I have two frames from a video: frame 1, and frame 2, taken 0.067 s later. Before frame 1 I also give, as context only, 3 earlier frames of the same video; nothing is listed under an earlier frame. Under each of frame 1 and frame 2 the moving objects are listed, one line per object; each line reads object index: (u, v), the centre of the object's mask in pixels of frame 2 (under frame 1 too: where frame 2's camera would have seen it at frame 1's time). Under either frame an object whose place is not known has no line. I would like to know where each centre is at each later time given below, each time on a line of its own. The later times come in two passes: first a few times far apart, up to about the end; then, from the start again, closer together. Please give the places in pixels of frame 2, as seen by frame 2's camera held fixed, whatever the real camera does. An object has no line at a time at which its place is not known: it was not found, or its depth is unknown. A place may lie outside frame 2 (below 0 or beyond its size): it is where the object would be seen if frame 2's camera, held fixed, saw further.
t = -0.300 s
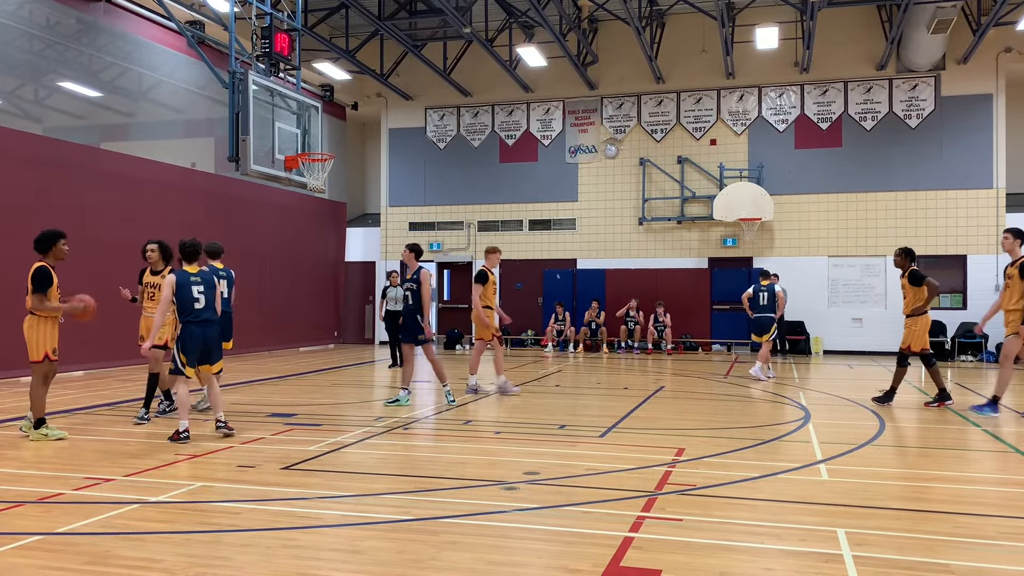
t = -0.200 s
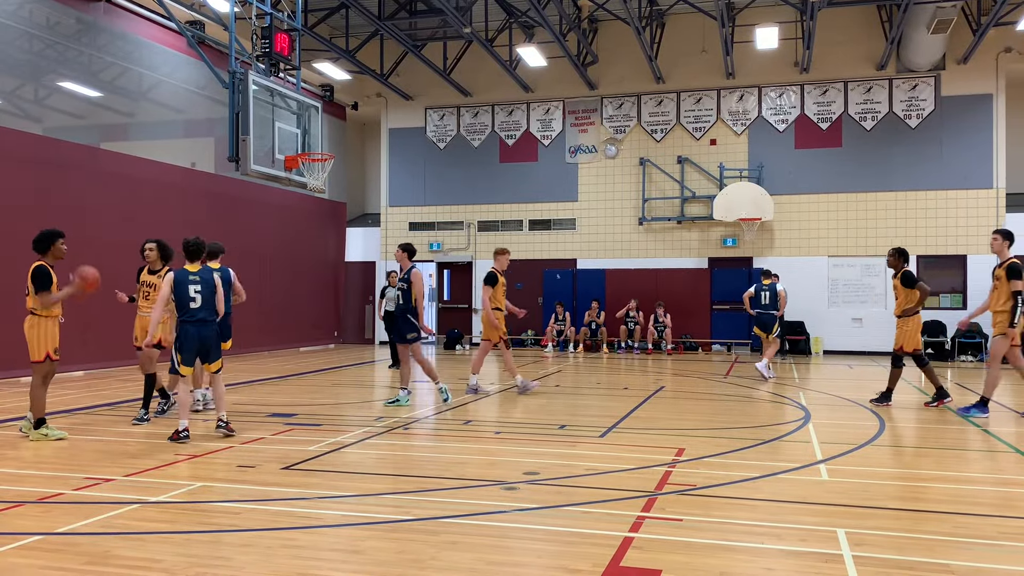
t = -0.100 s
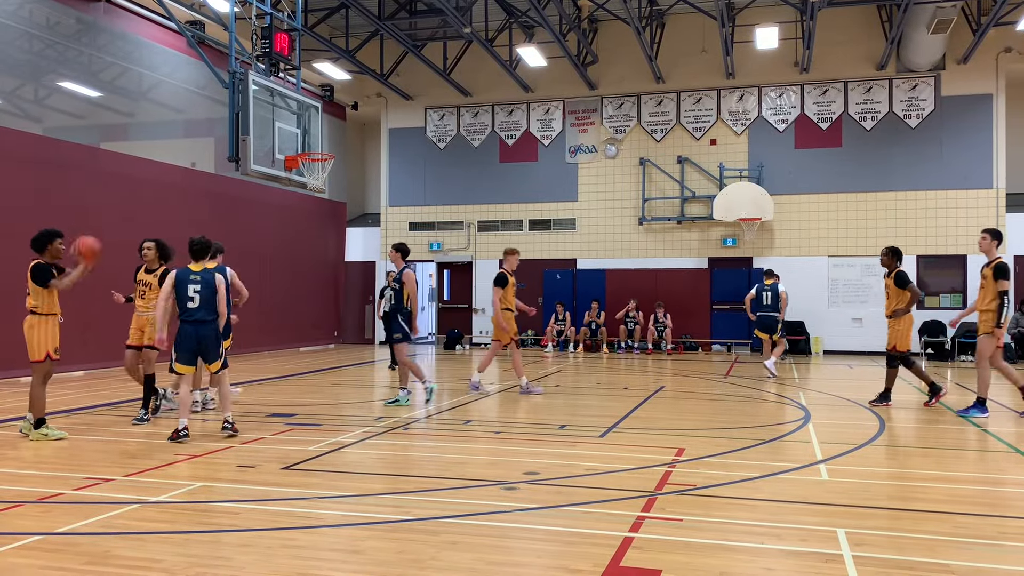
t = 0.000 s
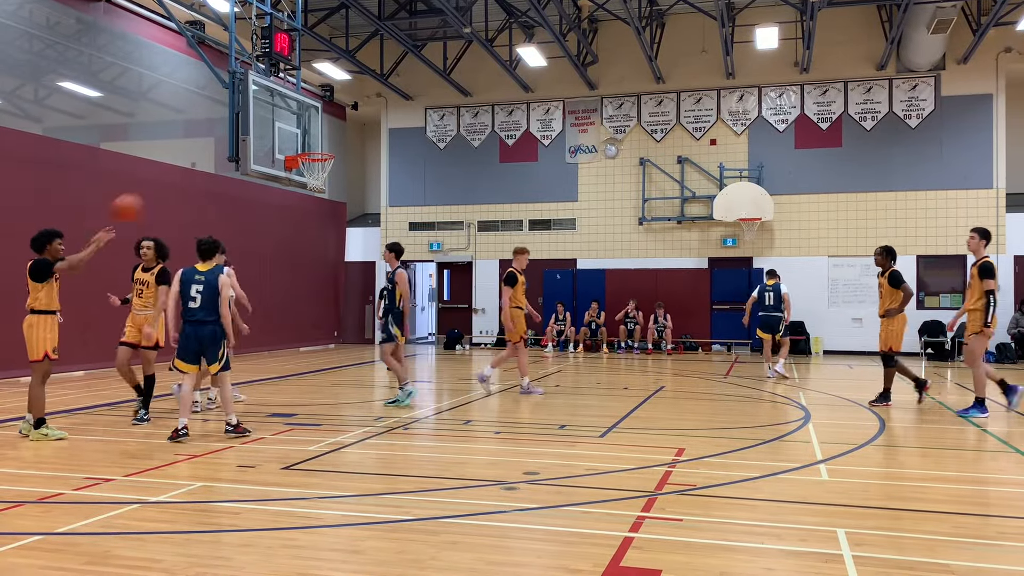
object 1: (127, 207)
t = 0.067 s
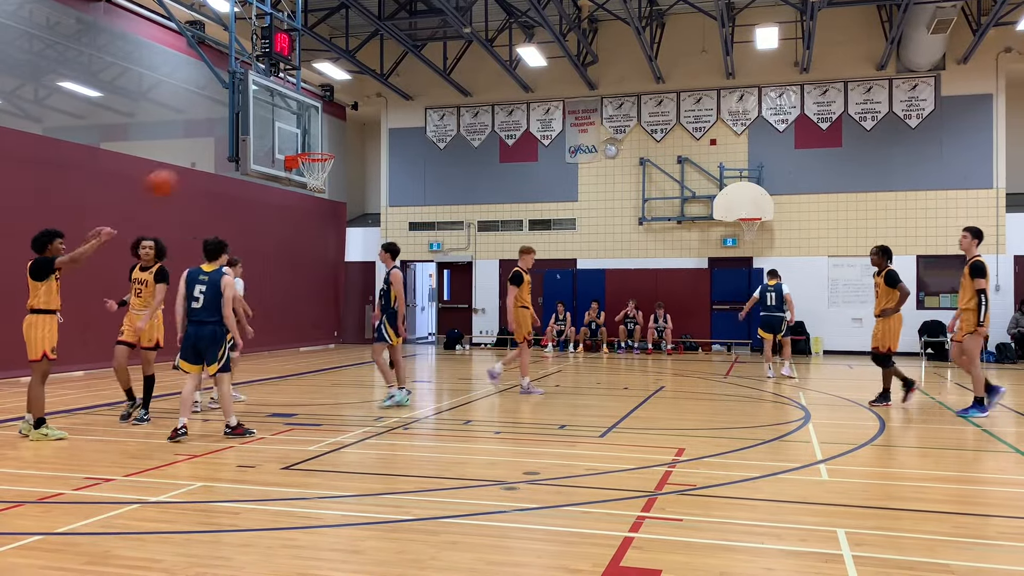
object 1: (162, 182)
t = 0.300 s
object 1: (284, 135)
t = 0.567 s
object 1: (427, 155)
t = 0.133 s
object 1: (196, 162)
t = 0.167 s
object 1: (213, 155)
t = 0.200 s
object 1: (232, 148)
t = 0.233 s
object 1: (249, 142)
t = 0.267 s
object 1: (266, 138)
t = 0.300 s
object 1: (284, 135)
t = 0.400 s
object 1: (338, 133)
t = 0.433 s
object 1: (356, 135)
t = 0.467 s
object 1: (372, 138)
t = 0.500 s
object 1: (392, 143)
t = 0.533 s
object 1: (409, 149)
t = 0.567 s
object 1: (427, 155)
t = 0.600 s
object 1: (446, 164)
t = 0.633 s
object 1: (464, 174)
